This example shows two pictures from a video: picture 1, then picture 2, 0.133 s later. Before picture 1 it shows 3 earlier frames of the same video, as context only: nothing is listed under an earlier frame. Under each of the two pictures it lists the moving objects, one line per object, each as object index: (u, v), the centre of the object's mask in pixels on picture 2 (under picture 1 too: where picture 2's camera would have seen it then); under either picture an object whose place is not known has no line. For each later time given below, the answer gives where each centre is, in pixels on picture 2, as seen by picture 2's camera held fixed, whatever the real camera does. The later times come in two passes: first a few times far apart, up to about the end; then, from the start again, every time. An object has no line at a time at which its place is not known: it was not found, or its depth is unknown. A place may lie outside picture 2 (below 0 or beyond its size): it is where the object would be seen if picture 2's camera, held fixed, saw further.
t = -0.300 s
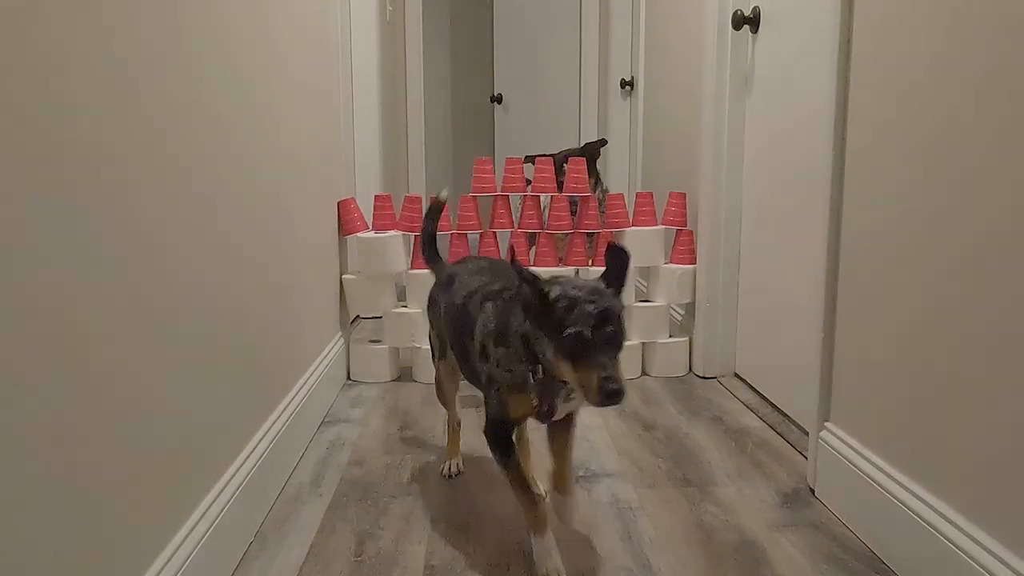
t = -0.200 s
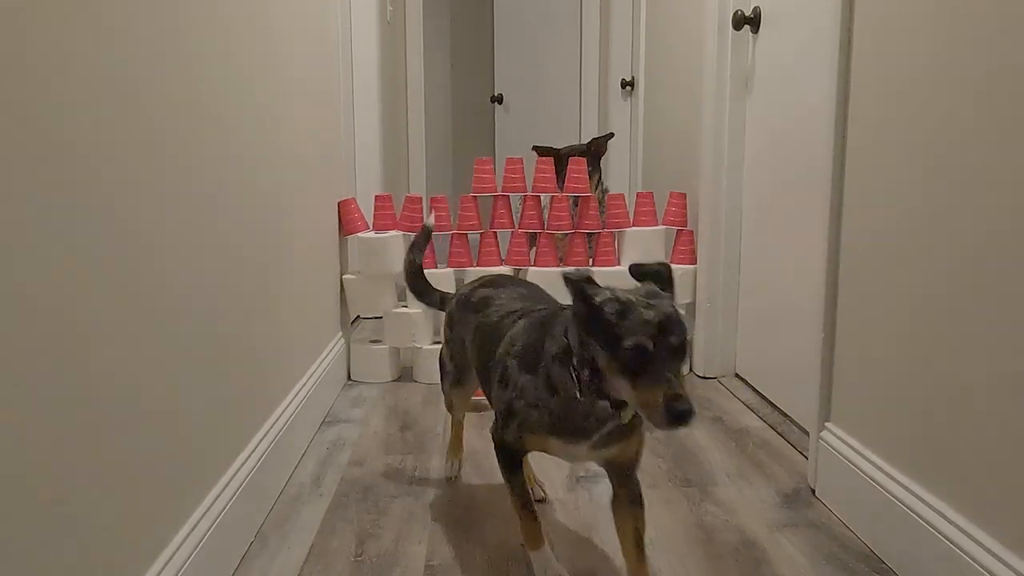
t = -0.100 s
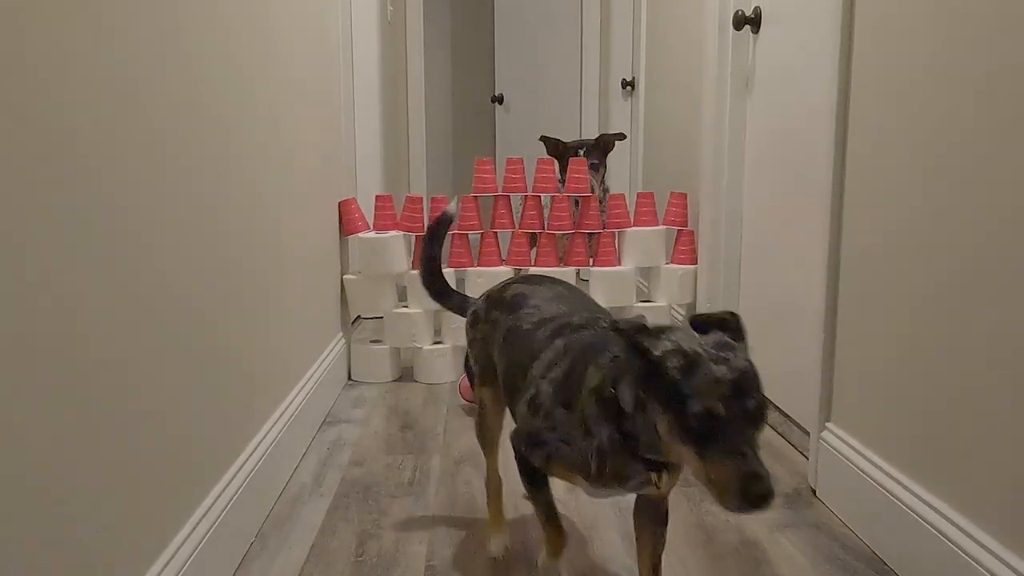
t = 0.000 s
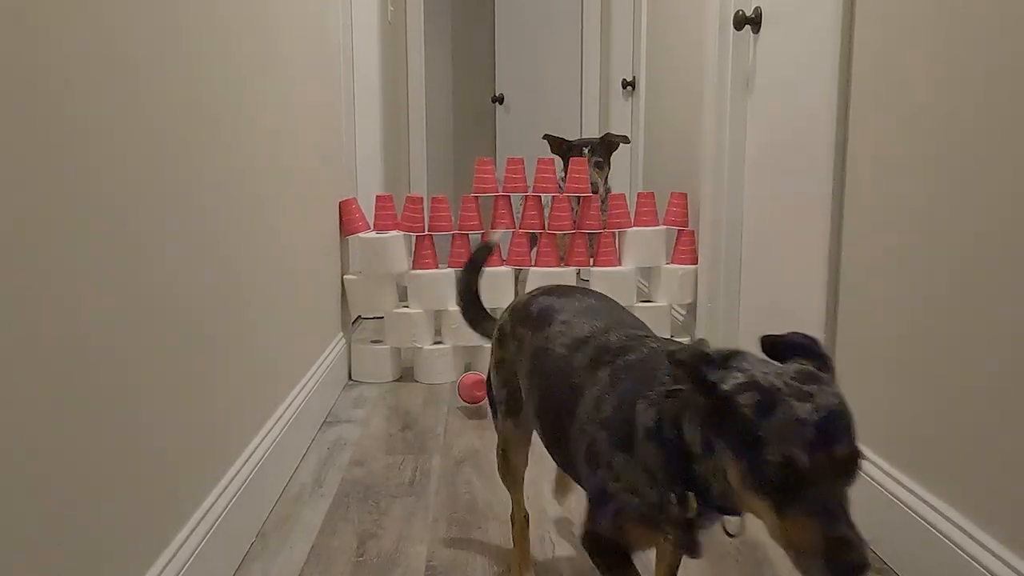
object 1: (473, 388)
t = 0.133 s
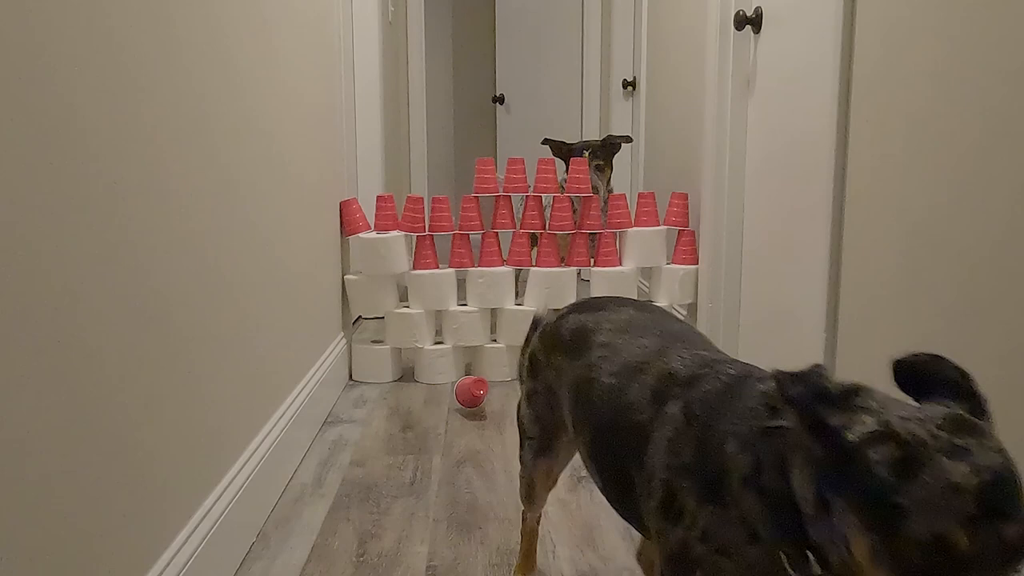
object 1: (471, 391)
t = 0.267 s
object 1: (470, 397)
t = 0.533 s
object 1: (461, 402)
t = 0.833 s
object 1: (447, 407)
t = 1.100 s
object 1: (434, 412)
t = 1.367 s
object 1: (423, 418)
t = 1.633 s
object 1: (417, 424)
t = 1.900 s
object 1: (415, 430)
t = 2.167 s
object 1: (415, 435)
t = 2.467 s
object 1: (416, 438)
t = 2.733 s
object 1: (417, 439)
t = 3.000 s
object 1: (417, 440)
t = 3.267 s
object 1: (417, 440)
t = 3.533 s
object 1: (417, 440)
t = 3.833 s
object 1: (416, 439)
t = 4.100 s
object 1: (415, 437)
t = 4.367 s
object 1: (414, 435)
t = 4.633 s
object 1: (413, 432)
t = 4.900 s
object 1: (413, 429)
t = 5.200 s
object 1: (414, 426)
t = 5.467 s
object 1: (416, 423)
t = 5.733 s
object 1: (418, 421)
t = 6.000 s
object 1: (418, 420)
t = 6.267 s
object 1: (418, 420)
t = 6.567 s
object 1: (417, 421)
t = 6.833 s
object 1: (416, 422)
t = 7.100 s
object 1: (415, 424)
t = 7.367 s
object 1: (414, 426)
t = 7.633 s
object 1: (413, 428)
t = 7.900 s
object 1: (413, 430)
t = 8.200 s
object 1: (413, 431)
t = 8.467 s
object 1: (413, 431)
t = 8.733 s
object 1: (413, 431)
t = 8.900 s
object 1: (413, 431)
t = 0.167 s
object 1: (470, 392)
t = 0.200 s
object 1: (470, 393)
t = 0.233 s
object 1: (470, 399)
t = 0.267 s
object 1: (470, 397)
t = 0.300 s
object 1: (469, 397)
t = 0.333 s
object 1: (467, 399)
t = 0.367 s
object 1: (467, 400)
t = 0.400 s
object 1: (465, 400)
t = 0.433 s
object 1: (464, 401)
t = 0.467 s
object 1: (463, 401)
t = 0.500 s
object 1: (462, 402)
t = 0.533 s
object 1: (461, 402)
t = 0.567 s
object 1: (460, 403)
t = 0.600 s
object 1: (459, 404)
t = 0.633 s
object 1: (457, 404)
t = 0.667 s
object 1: (455, 405)
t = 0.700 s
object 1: (454, 405)
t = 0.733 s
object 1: (452, 406)
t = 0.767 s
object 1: (451, 406)
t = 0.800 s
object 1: (449, 406)
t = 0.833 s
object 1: (447, 407)
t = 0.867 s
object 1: (446, 407)
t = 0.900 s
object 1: (444, 408)
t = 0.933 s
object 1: (442, 408)
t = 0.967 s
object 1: (441, 409)
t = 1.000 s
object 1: (439, 410)
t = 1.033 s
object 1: (438, 410)
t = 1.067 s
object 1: (436, 411)
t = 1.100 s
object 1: (434, 412)
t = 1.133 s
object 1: (432, 413)
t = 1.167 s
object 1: (431, 413)
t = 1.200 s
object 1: (430, 414)
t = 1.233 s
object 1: (428, 415)
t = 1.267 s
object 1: (427, 415)
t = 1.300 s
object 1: (426, 416)
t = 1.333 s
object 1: (424, 417)
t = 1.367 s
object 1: (423, 418)
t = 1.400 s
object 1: (422, 418)
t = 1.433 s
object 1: (421, 419)
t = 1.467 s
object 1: (421, 420)
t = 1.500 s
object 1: (419, 421)
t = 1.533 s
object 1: (419, 421)
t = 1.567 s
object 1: (418, 422)
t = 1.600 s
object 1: (418, 423)
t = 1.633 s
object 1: (417, 424)
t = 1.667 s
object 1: (417, 425)
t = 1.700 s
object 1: (416, 426)
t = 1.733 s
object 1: (415, 426)
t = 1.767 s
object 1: (415, 427)
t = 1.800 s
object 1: (415, 428)
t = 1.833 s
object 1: (415, 429)
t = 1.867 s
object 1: (415, 429)
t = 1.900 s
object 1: (415, 430)
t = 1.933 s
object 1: (415, 431)
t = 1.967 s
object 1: (415, 432)
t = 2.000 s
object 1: (415, 432)
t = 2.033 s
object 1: (415, 433)
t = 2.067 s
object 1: (415, 433)
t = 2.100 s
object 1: (415, 434)
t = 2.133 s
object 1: (415, 434)
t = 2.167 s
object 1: (415, 435)
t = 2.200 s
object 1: (415, 435)
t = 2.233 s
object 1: (416, 436)
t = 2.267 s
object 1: (415, 436)
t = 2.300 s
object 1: (415, 436)
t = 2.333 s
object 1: (415, 437)
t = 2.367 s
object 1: (416, 437)
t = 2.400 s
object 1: (416, 437)
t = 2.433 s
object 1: (416, 437)
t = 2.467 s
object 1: (416, 438)
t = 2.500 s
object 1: (416, 438)
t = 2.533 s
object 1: (416, 438)
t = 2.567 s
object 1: (416, 438)
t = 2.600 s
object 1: (417, 439)
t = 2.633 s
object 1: (417, 439)
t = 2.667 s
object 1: (417, 439)
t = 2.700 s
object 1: (417, 439)
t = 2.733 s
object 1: (417, 439)
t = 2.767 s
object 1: (417, 440)
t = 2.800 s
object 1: (417, 440)
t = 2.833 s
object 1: (417, 440)
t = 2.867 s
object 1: (417, 440)
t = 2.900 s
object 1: (417, 440)
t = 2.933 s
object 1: (418, 440)
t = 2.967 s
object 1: (417, 440)
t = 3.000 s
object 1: (417, 440)
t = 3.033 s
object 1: (417, 440)
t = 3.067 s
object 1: (418, 440)
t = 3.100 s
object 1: (418, 440)
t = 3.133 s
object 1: (418, 440)
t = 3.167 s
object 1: (417, 440)
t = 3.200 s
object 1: (418, 440)
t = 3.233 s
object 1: (418, 440)
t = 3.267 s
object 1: (417, 440)
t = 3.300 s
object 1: (417, 440)
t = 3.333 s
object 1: (417, 440)
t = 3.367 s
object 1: (417, 440)
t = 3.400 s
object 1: (417, 440)
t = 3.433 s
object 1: (417, 440)
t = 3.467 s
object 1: (417, 440)
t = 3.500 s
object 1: (417, 440)
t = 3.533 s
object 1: (417, 440)
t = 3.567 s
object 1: (417, 440)
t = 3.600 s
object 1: (417, 440)
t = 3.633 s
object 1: (417, 440)
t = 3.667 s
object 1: (417, 439)
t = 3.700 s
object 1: (417, 439)
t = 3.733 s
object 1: (416, 439)
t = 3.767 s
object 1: (416, 439)
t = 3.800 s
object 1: (416, 439)
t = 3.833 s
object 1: (416, 439)
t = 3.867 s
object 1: (416, 439)
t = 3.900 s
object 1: (416, 439)
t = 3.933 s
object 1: (416, 438)
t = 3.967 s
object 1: (415, 438)
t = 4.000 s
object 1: (415, 438)
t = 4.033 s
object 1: (415, 438)
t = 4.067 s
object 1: (415, 438)
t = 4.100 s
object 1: (415, 437)
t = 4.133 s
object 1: (414, 437)
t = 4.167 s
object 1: (414, 437)
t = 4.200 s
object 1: (414, 436)
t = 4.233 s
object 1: (414, 436)
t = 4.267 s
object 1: (414, 436)
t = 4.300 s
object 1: (414, 436)
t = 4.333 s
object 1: (413, 435)
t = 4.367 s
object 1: (414, 435)
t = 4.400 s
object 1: (413, 435)
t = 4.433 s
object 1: (414, 435)
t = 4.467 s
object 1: (414, 434)
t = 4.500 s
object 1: (413, 433)
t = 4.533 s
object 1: (413, 433)
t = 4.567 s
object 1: (414, 433)
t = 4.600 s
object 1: (414, 433)
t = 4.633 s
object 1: (413, 432)
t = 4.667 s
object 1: (413, 432)
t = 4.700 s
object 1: (413, 432)
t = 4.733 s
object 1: (413, 432)
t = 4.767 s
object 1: (413, 431)
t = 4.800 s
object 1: (413, 431)
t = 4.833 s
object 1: (413, 430)
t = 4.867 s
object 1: (413, 429)
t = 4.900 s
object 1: (413, 429)
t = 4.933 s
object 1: (413, 429)
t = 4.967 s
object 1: (413, 428)
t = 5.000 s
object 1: (413, 428)
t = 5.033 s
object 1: (413, 427)
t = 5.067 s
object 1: (414, 427)
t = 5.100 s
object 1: (414, 427)
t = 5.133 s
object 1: (414, 426)
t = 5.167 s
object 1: (414, 426)
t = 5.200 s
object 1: (414, 426)
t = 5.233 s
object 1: (414, 425)
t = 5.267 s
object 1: (415, 425)
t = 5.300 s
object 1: (415, 424)
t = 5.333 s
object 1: (415, 424)
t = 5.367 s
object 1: (415, 424)
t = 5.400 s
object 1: (416, 423)
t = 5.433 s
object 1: (416, 423)
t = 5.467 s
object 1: (416, 423)
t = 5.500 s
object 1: (416, 422)
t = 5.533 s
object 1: (417, 422)
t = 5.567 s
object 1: (417, 422)
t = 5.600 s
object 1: (417, 422)
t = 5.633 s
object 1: (417, 421)
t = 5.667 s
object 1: (417, 421)
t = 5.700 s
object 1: (417, 421)
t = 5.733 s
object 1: (418, 421)
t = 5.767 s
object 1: (418, 421)
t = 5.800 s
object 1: (418, 421)
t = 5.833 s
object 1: (418, 421)
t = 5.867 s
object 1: (418, 421)
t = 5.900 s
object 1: (418, 421)
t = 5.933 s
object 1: (418, 420)
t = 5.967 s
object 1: (418, 420)
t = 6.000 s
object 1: (418, 420)
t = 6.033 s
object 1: (418, 420)
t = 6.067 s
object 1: (418, 420)
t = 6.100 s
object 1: (418, 420)
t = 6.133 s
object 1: (418, 420)
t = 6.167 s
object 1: (418, 420)
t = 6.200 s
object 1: (418, 420)
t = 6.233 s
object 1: (418, 420)
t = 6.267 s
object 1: (418, 420)
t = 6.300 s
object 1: (418, 421)
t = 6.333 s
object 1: (418, 421)
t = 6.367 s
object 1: (418, 421)
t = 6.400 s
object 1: (418, 421)
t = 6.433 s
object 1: (418, 421)
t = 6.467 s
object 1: (418, 421)
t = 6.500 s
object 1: (418, 421)
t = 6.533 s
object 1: (418, 421)
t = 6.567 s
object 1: (417, 421)
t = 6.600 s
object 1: (417, 421)
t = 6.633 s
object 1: (417, 421)
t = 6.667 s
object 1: (417, 422)
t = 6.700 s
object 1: (417, 422)
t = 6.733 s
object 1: (417, 422)
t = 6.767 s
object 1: (417, 422)
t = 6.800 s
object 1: (417, 422)
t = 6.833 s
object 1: (416, 422)
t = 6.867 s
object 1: (416, 423)
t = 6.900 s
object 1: (416, 423)
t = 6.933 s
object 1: (416, 423)
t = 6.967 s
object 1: (416, 423)
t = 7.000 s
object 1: (416, 424)
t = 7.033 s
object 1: (415, 424)
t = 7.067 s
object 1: (415, 424)
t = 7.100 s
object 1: (415, 424)
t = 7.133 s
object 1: (415, 424)
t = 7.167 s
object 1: (415, 425)
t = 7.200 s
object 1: (415, 425)
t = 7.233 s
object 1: (415, 425)
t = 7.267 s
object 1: (415, 425)
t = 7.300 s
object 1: (414, 426)
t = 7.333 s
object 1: (414, 426)
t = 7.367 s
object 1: (414, 426)
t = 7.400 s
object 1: (414, 427)
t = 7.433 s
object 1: (414, 427)
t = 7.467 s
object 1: (414, 427)
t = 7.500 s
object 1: (414, 427)
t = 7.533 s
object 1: (414, 428)
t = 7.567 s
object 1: (414, 428)
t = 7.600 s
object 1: (413, 428)
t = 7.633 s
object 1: (413, 428)
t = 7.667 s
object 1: (413, 429)
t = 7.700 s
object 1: (413, 429)
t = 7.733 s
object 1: (413, 429)
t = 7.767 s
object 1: (413, 429)
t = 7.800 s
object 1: (413, 429)
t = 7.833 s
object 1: (413, 430)
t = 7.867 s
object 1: (413, 430)
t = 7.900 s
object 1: (413, 430)
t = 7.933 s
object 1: (413, 430)
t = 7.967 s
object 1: (413, 430)
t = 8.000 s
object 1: (413, 430)
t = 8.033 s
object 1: (414, 430)
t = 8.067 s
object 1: (414, 431)
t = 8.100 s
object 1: (413, 431)
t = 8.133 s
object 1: (413, 431)
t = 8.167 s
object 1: (413, 431)
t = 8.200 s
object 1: (413, 431)
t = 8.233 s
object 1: (413, 431)
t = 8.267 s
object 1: (414, 431)
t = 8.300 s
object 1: (413, 431)
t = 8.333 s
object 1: (413, 431)
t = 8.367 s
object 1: (413, 431)
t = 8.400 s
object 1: (414, 431)
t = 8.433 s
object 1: (414, 431)
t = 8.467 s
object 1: (413, 431)
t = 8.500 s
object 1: (413, 431)
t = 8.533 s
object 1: (413, 431)
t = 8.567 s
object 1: (413, 431)
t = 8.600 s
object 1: (413, 431)
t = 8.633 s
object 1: (413, 431)
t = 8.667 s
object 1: (414, 431)
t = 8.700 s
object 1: (414, 431)
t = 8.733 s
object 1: (413, 431)
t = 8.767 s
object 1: (413, 431)
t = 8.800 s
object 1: (413, 431)
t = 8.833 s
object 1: (413, 431)
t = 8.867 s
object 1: (414, 431)
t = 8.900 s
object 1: (413, 431)
